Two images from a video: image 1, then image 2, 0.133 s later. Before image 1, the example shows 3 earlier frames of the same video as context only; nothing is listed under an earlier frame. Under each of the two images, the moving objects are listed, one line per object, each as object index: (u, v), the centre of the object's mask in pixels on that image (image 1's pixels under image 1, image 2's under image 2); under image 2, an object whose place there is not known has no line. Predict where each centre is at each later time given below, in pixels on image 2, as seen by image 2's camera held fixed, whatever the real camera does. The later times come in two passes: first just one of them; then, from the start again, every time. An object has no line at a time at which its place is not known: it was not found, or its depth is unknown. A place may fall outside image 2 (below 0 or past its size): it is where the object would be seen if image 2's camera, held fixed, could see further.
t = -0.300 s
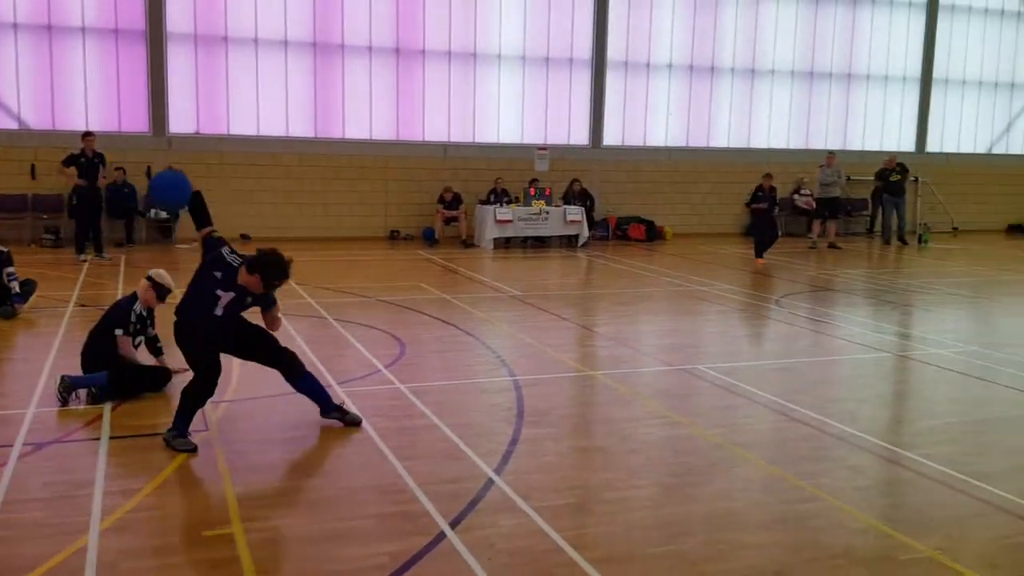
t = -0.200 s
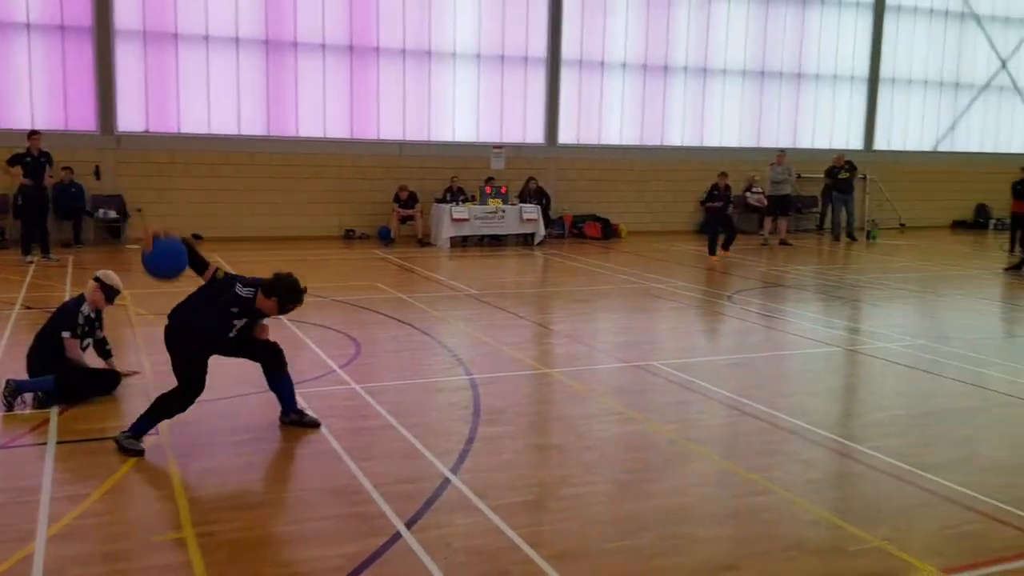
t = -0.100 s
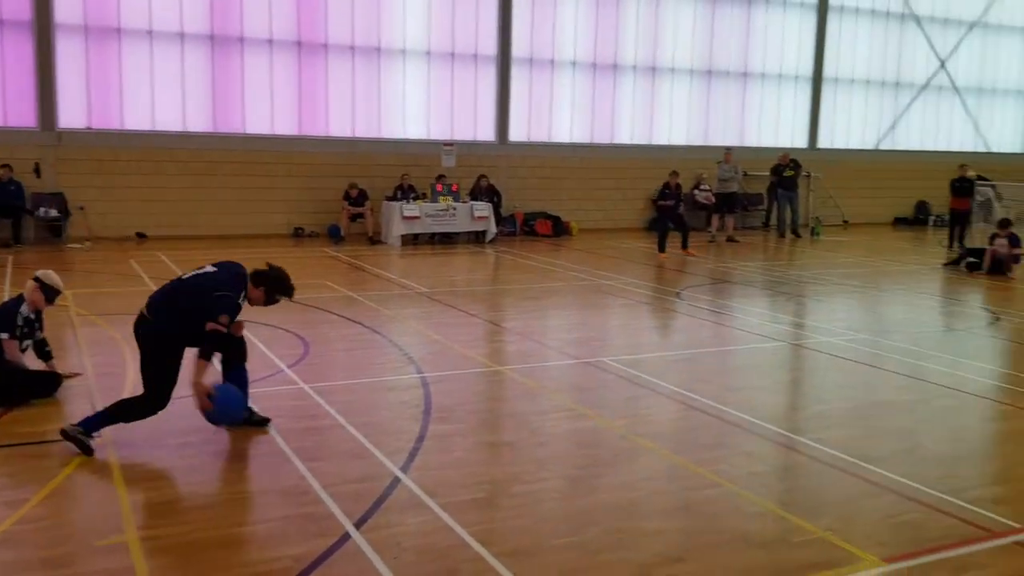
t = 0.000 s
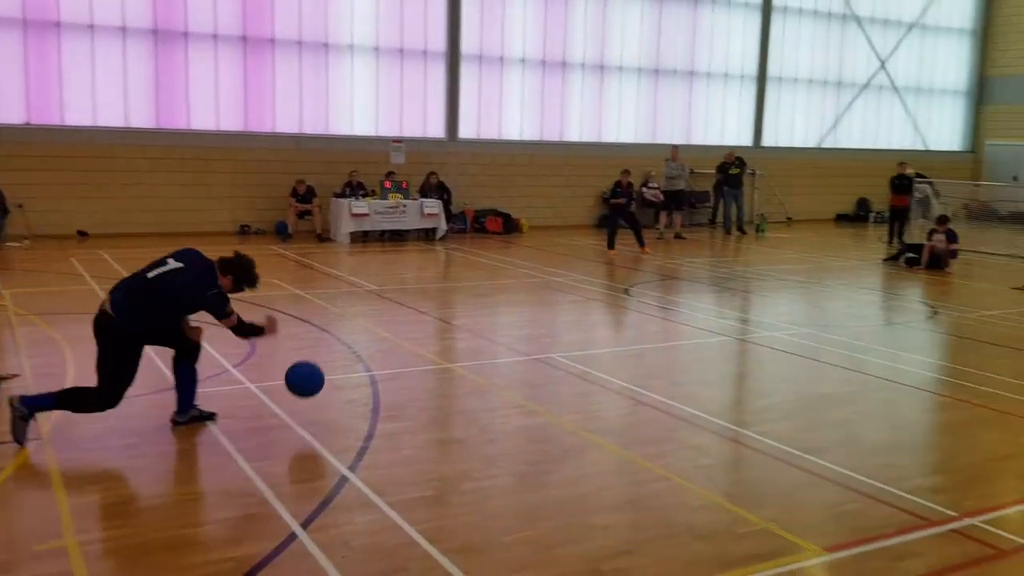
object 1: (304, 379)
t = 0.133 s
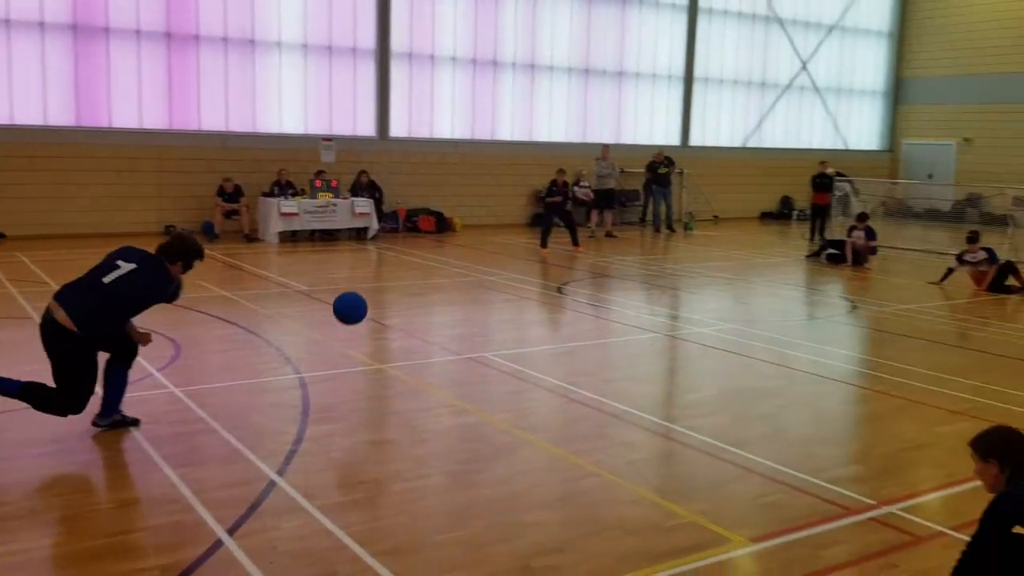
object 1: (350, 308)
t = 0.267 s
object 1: (438, 272)
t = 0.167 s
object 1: (374, 296)
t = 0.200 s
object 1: (398, 286)
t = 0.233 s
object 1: (419, 278)
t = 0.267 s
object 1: (438, 272)
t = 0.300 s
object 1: (457, 268)
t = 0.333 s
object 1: (475, 265)
